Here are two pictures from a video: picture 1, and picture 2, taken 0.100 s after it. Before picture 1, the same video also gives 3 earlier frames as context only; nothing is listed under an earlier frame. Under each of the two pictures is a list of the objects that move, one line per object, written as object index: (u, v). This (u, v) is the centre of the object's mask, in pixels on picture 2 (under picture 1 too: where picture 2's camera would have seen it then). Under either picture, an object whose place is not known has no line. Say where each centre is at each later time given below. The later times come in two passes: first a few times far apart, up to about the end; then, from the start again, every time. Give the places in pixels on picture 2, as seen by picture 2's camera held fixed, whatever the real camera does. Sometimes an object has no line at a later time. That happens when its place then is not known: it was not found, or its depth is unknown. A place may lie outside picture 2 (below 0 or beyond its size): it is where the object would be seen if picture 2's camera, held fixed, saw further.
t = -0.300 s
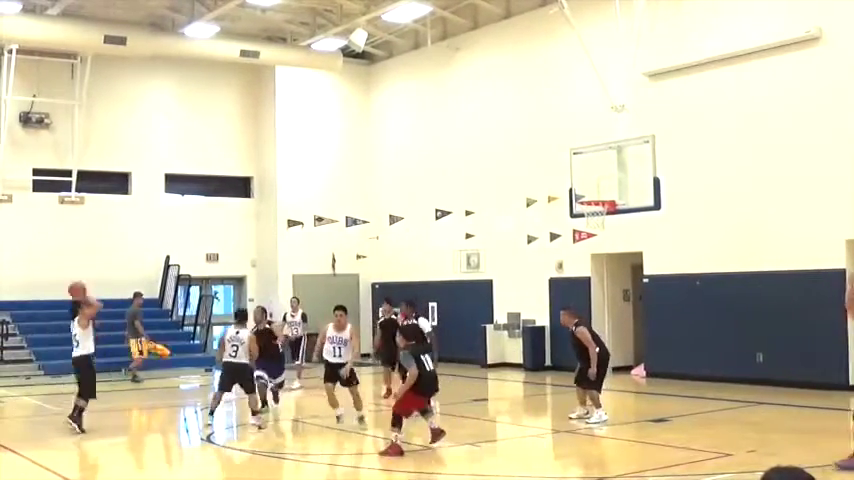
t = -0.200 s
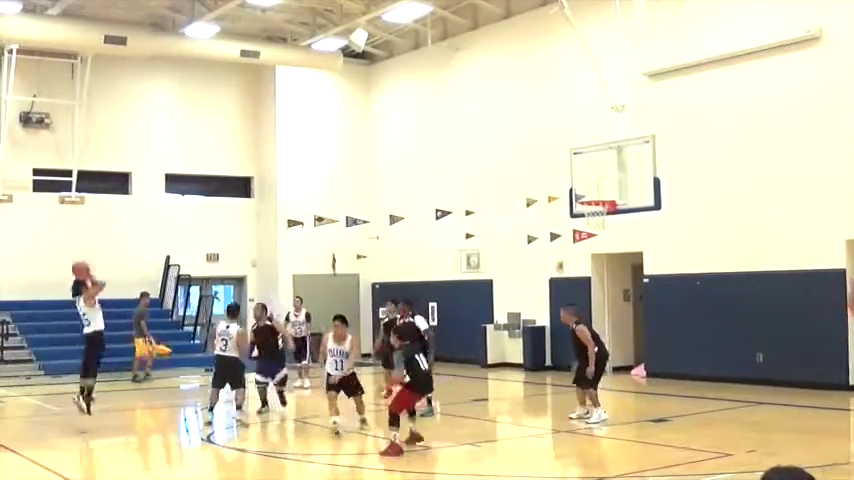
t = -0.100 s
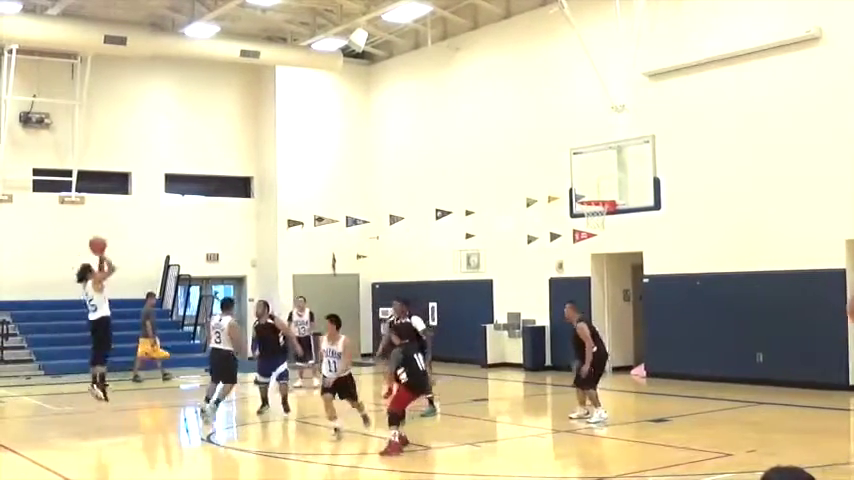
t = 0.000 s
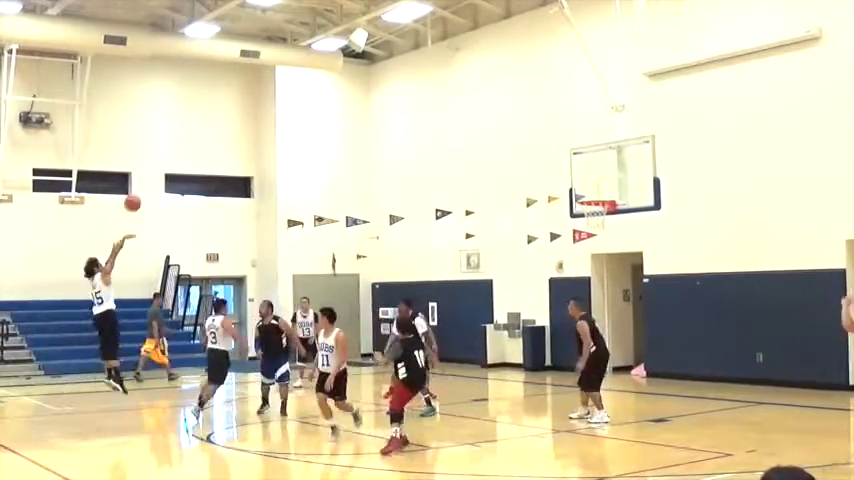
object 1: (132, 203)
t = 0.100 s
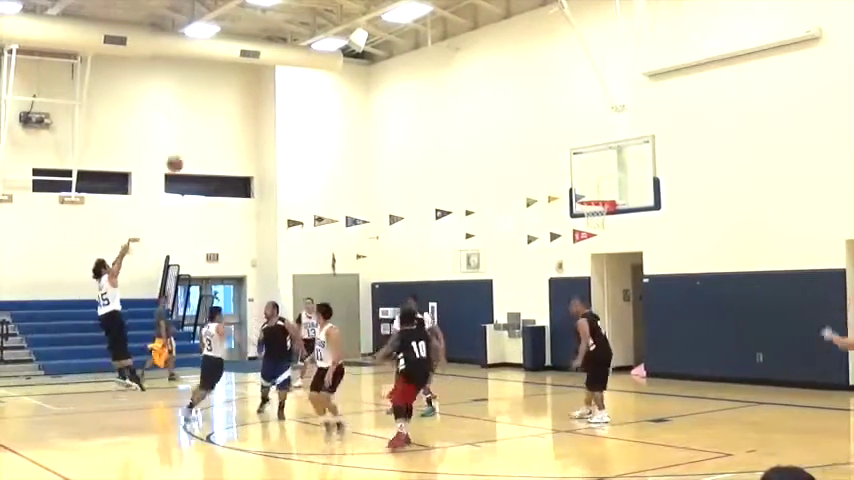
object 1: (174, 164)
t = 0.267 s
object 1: (242, 115)
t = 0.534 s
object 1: (345, 80)
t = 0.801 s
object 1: (441, 92)
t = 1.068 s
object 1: (532, 149)
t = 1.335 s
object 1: (569, 201)
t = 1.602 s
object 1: (506, 224)
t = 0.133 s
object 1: (188, 152)
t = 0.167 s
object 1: (202, 141)
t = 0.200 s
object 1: (215, 132)
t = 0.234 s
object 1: (229, 122)
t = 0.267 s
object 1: (242, 115)
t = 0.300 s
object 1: (255, 108)
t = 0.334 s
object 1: (268, 102)
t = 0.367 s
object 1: (281, 96)
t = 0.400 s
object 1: (294, 91)
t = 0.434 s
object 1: (307, 87)
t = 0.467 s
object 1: (320, 84)
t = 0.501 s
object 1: (332, 81)
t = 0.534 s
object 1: (345, 80)
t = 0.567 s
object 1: (357, 79)
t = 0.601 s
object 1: (369, 79)
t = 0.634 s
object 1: (381, 79)
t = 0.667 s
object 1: (394, 80)
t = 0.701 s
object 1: (406, 82)
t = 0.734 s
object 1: (418, 85)
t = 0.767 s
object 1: (430, 89)
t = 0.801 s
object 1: (441, 92)
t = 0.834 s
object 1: (453, 97)
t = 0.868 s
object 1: (465, 102)
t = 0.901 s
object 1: (477, 109)
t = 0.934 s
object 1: (488, 115)
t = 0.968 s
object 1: (499, 123)
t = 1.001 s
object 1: (510, 131)
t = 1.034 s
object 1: (521, 139)
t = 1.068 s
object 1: (532, 149)
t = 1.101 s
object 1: (543, 159)
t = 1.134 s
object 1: (553, 169)
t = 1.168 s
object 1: (564, 181)
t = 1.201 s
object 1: (574, 192)
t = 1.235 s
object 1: (579, 198)
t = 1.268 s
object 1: (578, 199)
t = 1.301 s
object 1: (576, 199)
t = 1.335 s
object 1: (569, 201)
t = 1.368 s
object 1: (561, 201)
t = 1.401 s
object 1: (553, 203)
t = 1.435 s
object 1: (544, 205)
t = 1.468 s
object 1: (537, 207)
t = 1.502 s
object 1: (529, 211)
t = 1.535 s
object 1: (521, 214)
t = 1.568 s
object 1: (514, 219)
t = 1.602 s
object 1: (506, 224)
